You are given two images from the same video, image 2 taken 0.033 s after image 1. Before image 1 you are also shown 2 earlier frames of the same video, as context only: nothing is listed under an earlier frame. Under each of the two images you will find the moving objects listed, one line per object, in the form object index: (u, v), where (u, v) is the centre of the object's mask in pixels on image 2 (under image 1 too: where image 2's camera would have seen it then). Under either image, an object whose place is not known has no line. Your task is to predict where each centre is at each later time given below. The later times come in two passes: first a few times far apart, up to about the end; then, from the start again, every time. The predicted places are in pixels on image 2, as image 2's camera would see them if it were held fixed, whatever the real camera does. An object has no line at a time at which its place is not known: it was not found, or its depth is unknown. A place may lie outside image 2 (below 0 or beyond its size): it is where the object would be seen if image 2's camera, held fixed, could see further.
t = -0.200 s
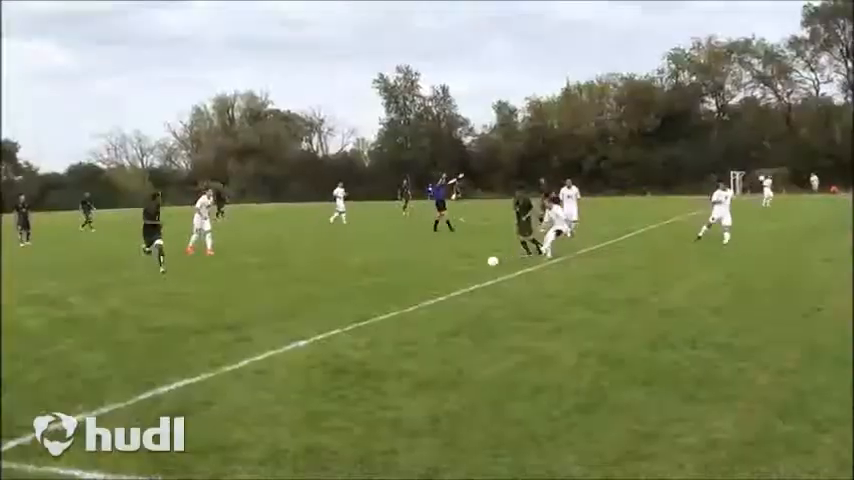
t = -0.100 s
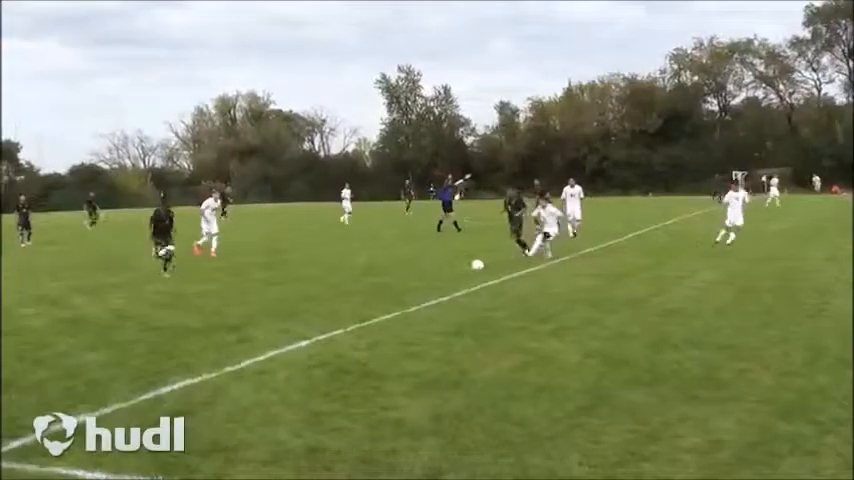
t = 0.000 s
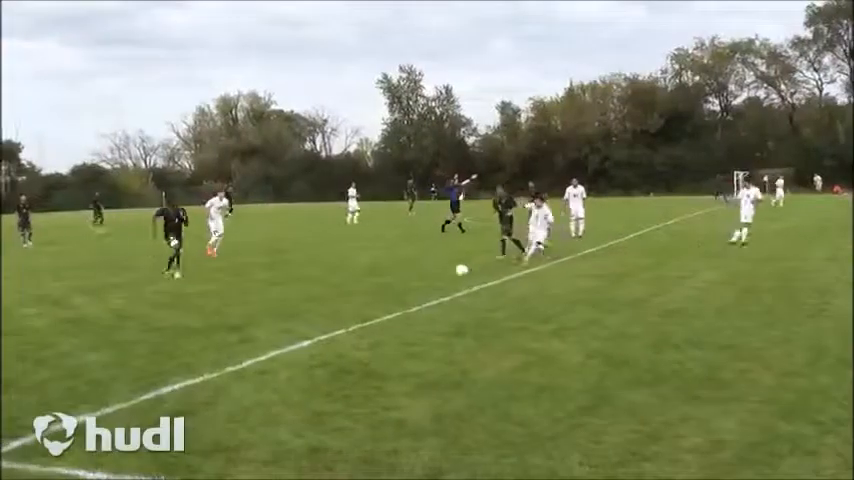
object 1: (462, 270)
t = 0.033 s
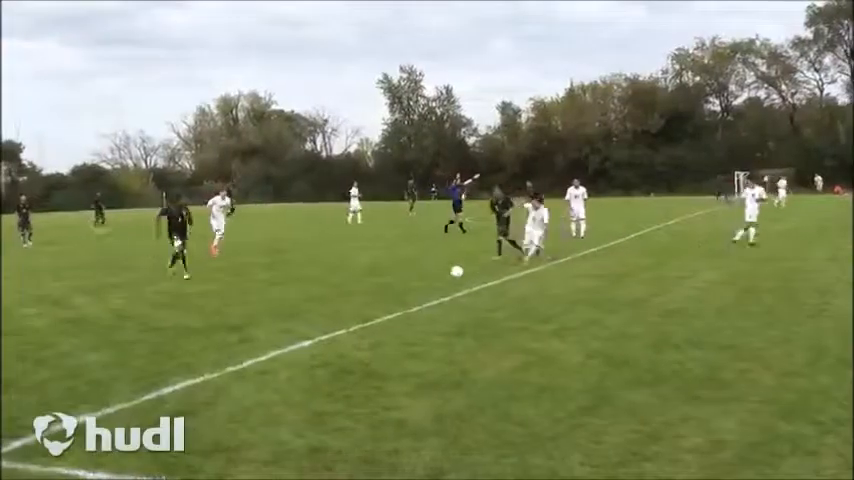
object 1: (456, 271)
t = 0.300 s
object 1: (417, 281)
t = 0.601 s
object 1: (375, 292)
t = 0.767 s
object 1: (352, 299)
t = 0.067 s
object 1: (452, 272)
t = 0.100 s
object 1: (446, 273)
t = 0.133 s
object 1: (441, 274)
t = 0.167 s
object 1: (436, 276)
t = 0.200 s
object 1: (431, 278)
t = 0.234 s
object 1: (426, 280)
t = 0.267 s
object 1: (422, 280)
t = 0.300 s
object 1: (417, 281)
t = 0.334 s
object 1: (412, 282)
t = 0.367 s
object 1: (408, 284)
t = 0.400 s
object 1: (403, 285)
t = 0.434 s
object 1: (399, 288)
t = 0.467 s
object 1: (394, 289)
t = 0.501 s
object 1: (389, 290)
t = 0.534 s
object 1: (385, 290)
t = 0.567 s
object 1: (380, 291)
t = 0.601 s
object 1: (375, 292)
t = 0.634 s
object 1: (371, 294)
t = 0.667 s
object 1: (366, 296)
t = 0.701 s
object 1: (362, 298)
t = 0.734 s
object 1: (357, 298)
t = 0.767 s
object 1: (352, 299)
